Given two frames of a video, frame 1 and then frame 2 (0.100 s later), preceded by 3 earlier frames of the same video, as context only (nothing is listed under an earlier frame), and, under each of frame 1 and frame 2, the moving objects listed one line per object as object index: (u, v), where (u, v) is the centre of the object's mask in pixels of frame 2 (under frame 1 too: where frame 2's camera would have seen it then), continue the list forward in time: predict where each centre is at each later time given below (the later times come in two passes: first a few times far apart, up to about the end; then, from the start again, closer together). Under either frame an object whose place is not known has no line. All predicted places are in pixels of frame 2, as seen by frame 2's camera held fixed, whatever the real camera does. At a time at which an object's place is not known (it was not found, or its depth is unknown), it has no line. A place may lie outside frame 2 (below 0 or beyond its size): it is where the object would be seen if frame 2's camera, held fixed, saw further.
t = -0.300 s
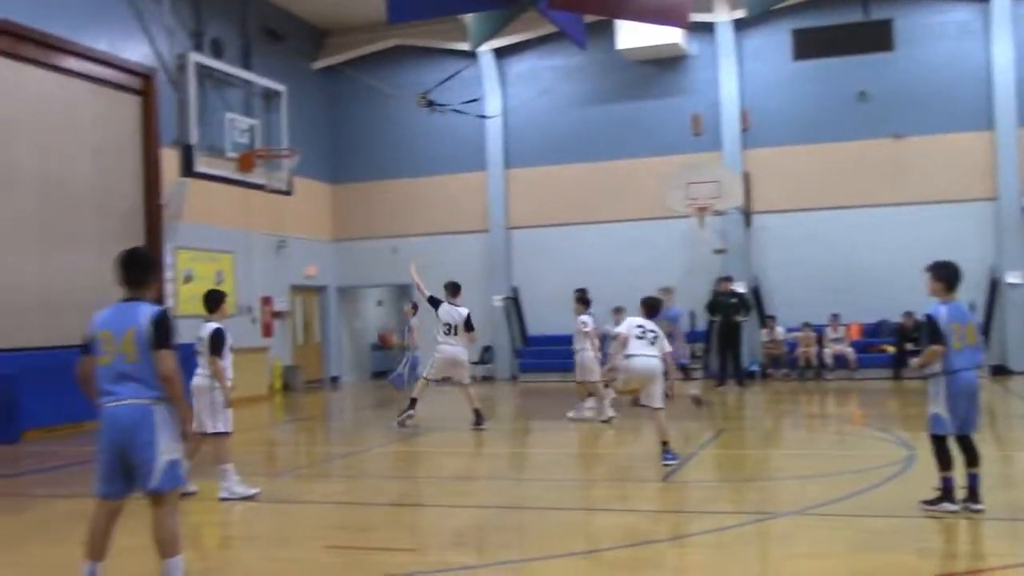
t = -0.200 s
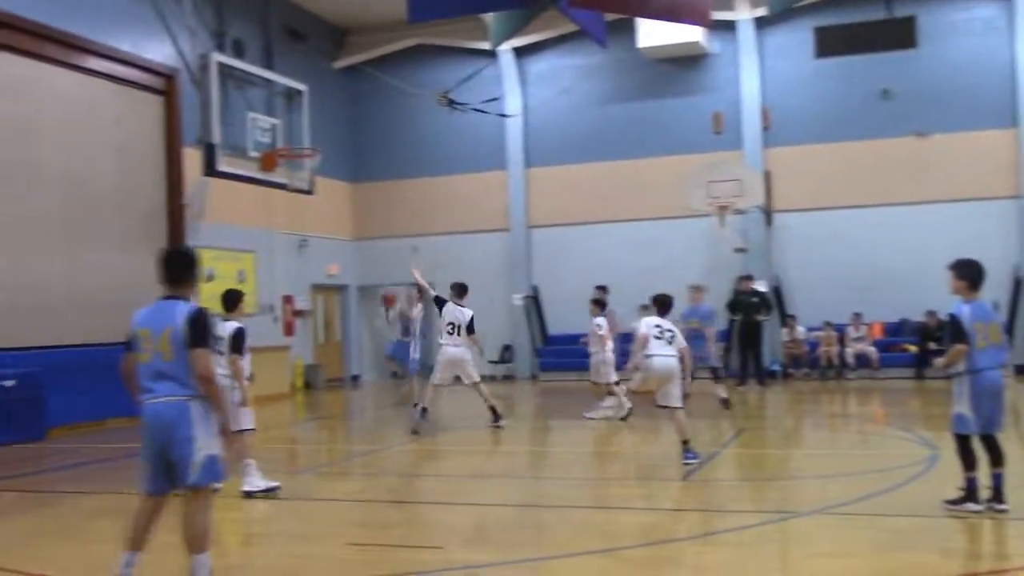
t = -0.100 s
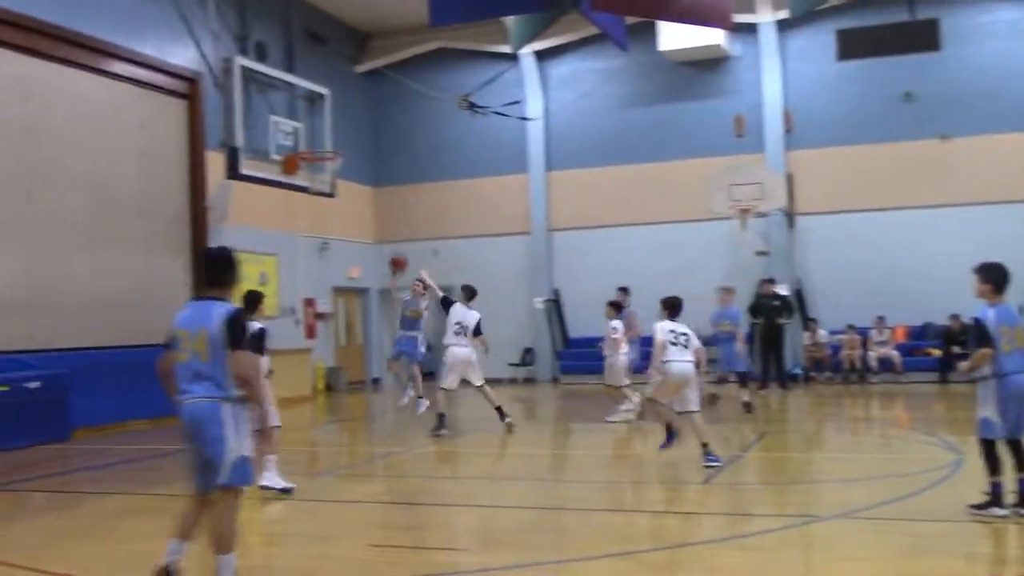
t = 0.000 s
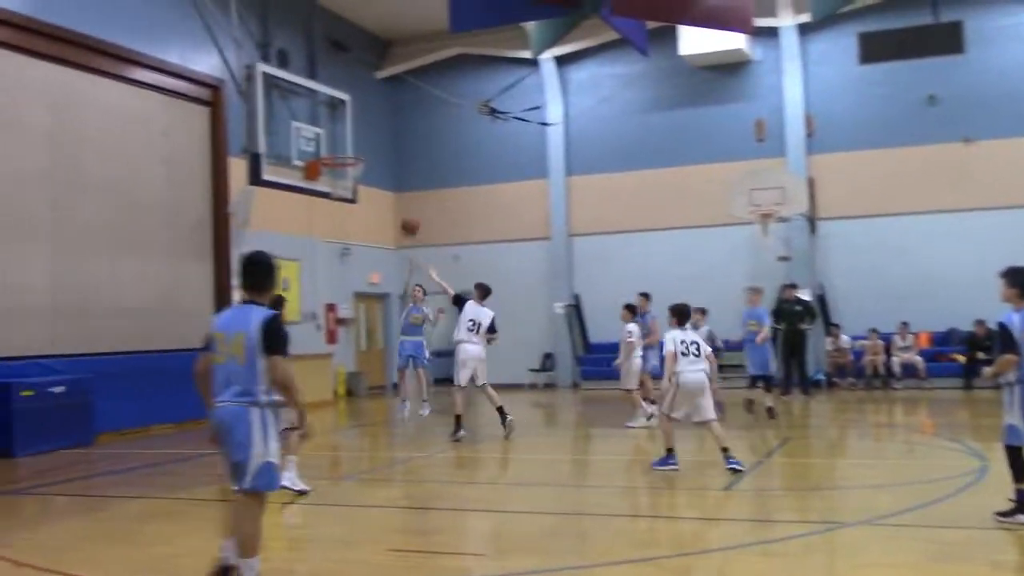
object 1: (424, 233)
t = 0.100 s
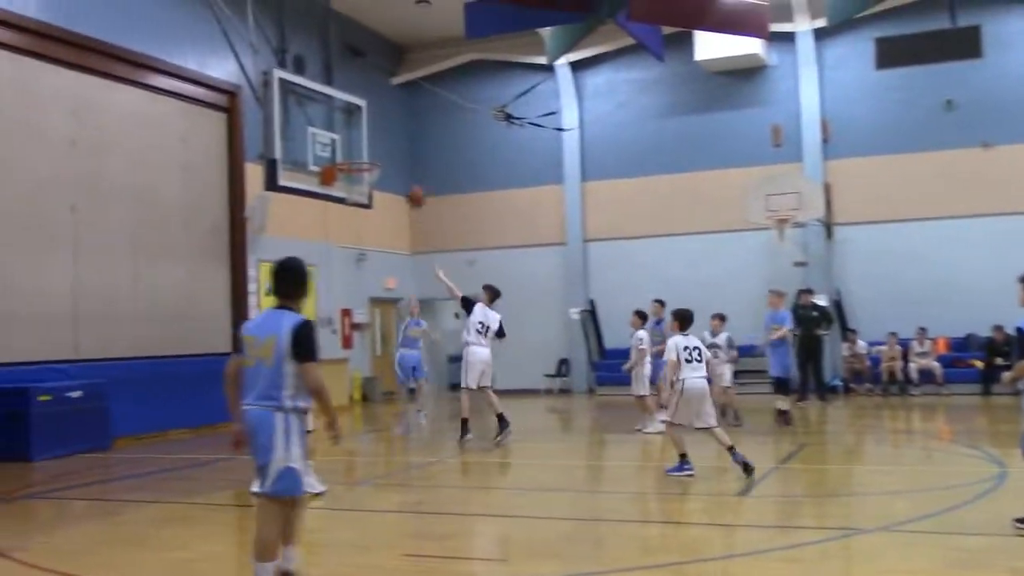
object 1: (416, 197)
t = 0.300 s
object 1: (399, 151)
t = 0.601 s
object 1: (369, 143)
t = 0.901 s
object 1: (353, 183)
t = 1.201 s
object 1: (366, 197)
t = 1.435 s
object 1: (369, 241)
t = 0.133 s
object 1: (413, 187)
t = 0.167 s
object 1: (411, 178)
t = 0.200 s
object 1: (407, 170)
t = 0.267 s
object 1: (402, 158)
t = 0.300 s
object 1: (399, 151)
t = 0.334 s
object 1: (396, 147)
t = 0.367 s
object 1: (393, 143)
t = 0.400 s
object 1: (390, 140)
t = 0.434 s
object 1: (385, 138)
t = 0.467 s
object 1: (383, 137)
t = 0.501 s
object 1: (378, 137)
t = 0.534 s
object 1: (375, 138)
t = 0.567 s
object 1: (372, 140)
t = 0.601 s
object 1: (369, 143)
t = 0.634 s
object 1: (365, 147)
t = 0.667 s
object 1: (361, 152)
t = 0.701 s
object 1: (359, 156)
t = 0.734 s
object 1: (356, 164)
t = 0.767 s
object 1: (354, 174)
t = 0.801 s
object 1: (353, 177)
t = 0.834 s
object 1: (353, 185)
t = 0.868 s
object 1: (352, 185)
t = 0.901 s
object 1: (353, 183)
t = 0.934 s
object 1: (354, 182)
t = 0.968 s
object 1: (356, 185)
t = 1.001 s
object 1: (358, 185)
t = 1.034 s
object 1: (359, 186)
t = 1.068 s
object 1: (360, 188)
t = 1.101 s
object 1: (362, 189)
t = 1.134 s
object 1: (362, 191)
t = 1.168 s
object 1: (365, 195)
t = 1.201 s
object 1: (366, 197)
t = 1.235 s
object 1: (366, 200)
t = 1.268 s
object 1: (367, 204)
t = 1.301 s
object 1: (367, 209)
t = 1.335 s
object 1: (367, 216)
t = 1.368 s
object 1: (368, 223)
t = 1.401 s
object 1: (369, 231)
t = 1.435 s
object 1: (369, 241)
